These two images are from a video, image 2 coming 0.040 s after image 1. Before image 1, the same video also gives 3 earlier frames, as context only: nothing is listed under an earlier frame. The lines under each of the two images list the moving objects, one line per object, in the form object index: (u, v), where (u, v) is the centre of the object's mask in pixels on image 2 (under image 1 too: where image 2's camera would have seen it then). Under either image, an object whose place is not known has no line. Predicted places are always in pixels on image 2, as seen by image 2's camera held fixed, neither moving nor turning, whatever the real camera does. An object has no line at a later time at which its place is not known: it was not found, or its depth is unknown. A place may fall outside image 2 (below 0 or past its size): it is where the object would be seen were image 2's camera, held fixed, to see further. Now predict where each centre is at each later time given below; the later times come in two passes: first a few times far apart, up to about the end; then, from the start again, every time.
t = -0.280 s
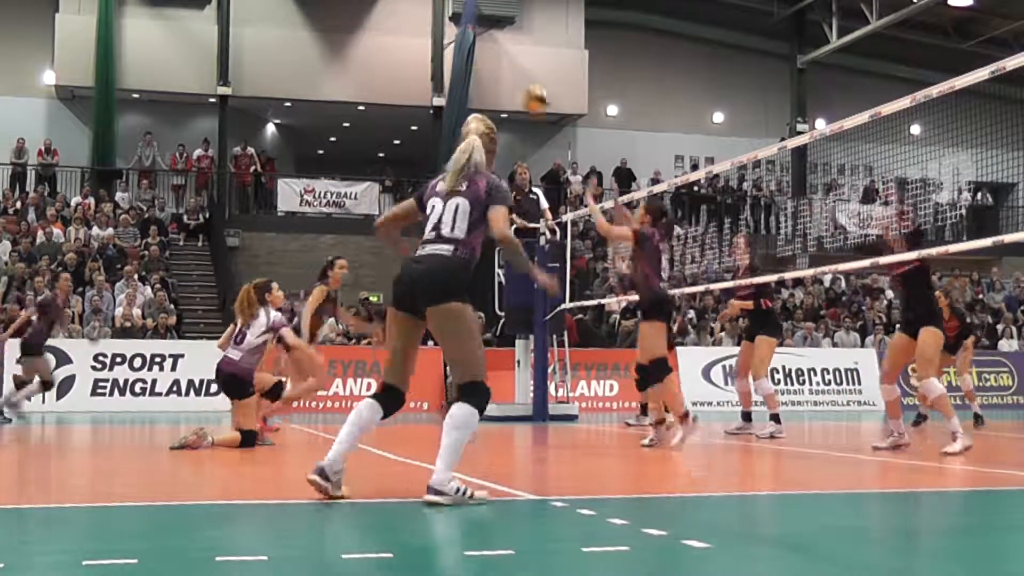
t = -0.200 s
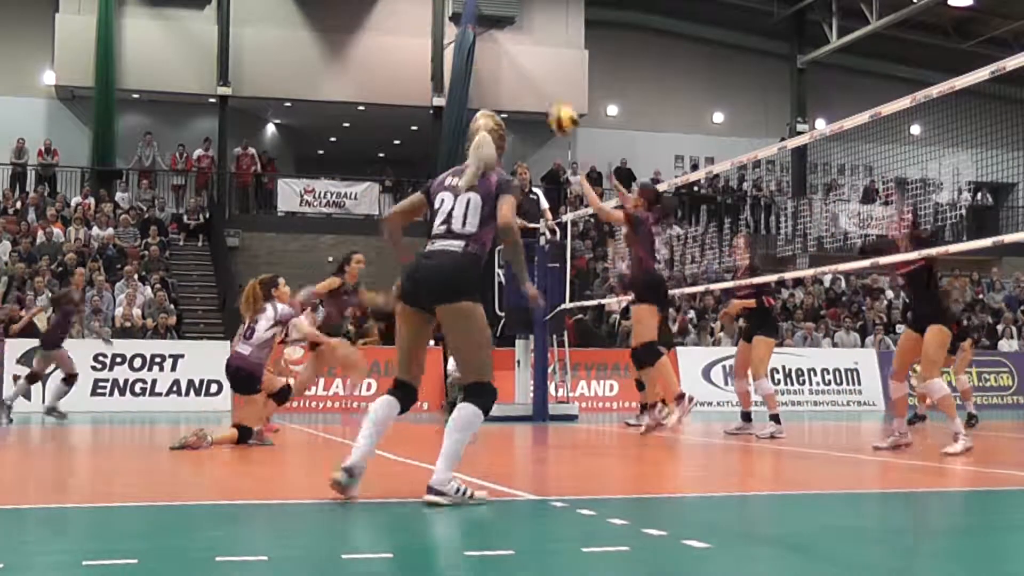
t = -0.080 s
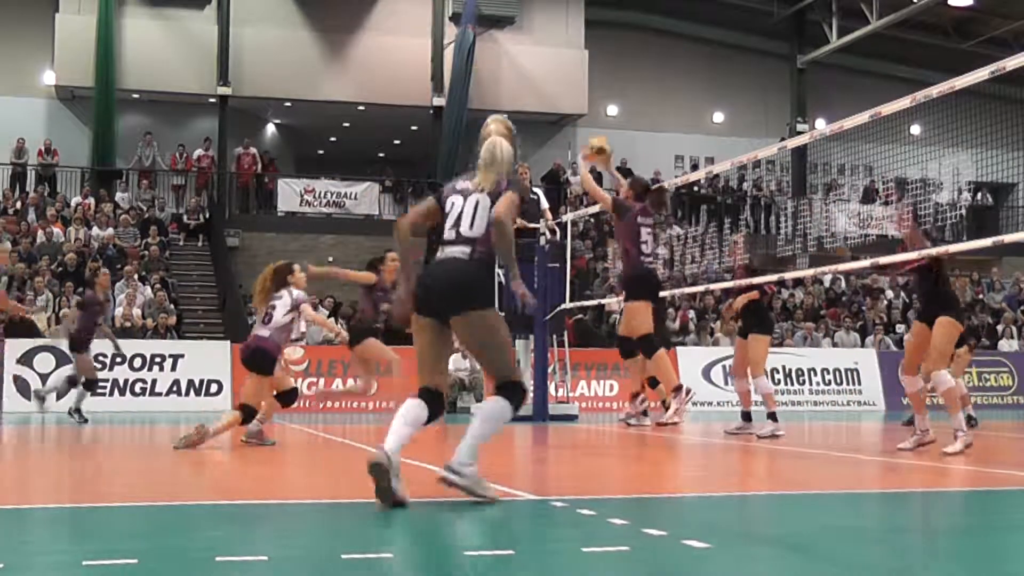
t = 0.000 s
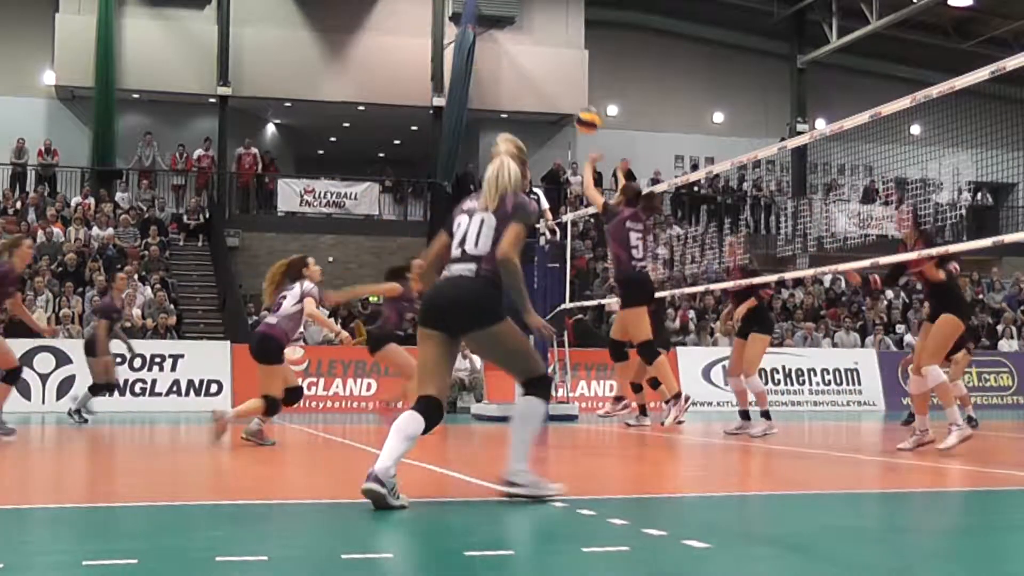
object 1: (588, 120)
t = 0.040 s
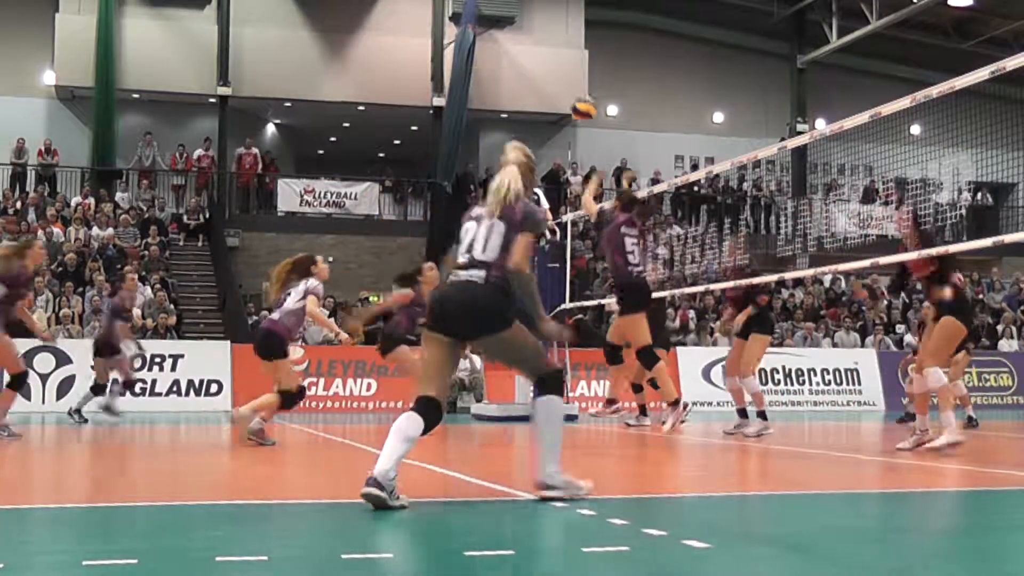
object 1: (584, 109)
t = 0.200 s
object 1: (569, 89)
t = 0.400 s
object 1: (551, 104)
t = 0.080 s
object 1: (580, 100)
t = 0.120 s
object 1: (576, 94)
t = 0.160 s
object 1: (572, 90)
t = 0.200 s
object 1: (569, 89)
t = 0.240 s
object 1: (565, 88)
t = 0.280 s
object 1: (562, 90)
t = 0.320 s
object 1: (558, 93)
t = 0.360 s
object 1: (554, 98)
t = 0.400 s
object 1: (551, 104)
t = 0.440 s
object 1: (548, 113)
